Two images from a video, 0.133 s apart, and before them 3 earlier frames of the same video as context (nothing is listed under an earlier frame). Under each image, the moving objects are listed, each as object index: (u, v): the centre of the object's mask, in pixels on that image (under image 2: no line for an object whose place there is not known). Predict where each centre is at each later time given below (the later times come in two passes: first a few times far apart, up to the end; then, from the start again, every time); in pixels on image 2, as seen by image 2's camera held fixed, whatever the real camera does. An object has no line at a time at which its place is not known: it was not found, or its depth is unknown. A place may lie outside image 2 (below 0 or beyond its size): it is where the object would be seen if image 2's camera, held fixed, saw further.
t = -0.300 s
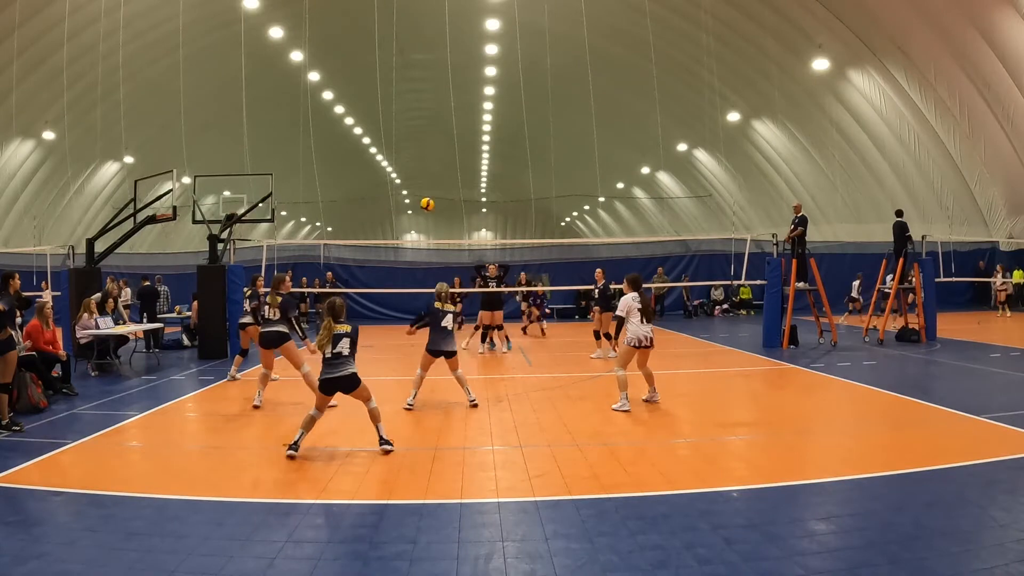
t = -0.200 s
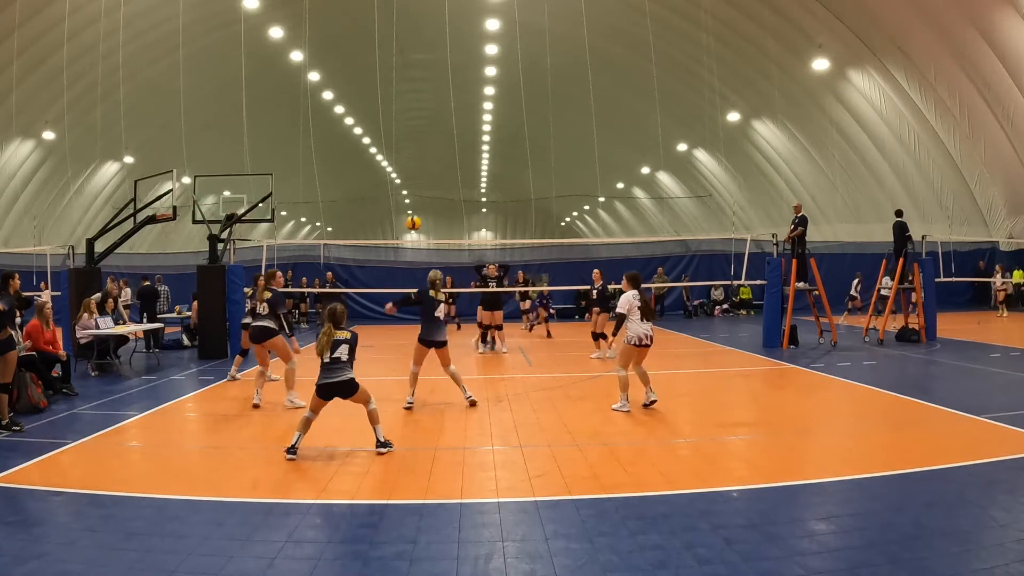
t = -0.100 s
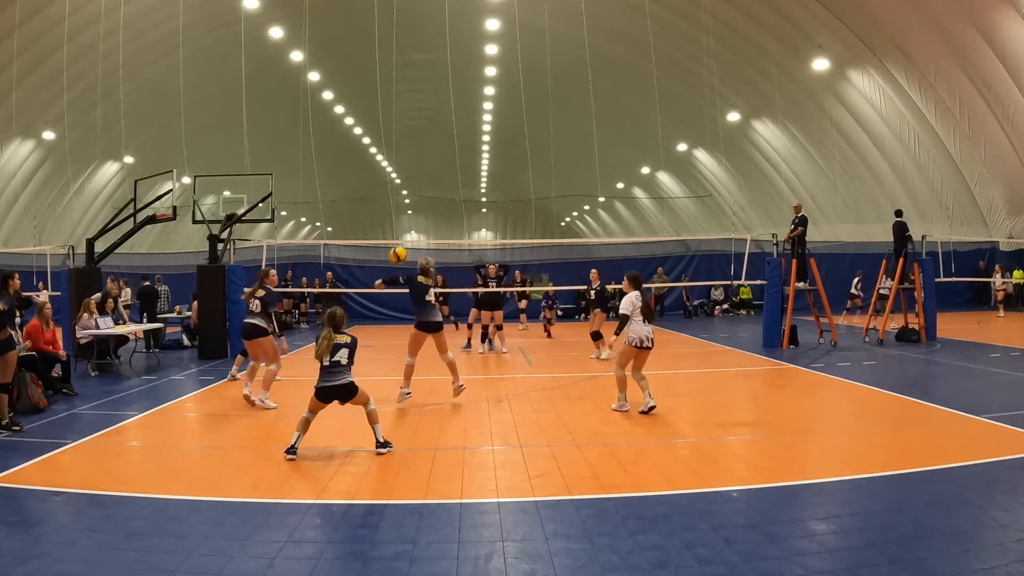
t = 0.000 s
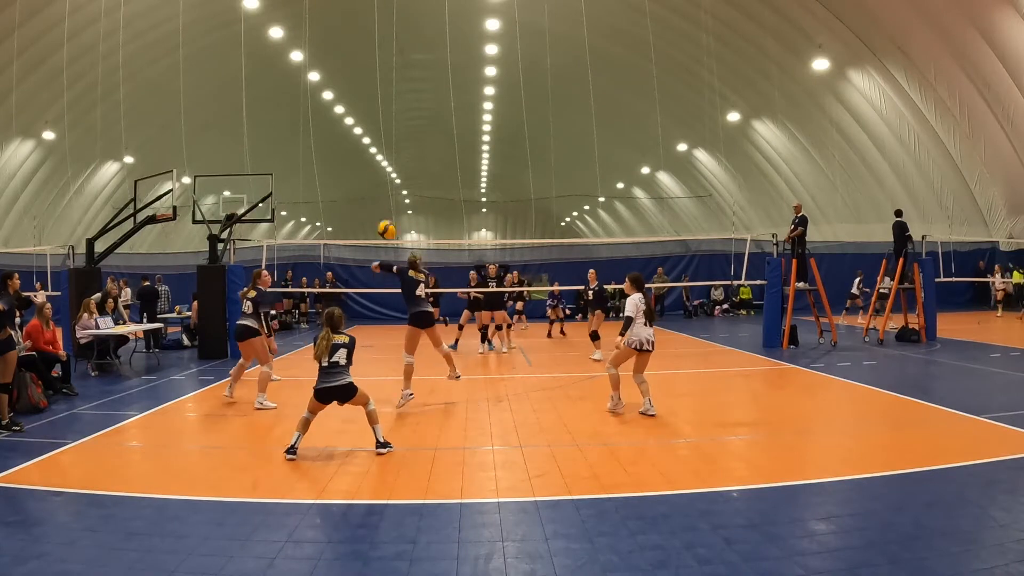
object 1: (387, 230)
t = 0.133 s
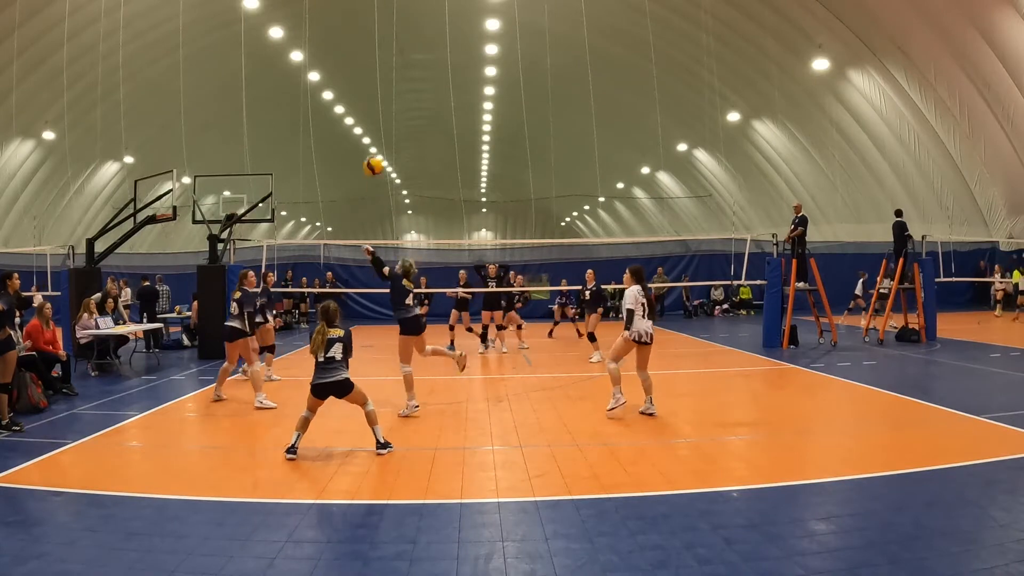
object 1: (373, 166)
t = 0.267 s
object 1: (358, 110)
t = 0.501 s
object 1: (324, 45)
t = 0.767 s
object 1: (265, 39)
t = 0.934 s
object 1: (208, 101)
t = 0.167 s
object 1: (369, 150)
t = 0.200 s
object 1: (367, 137)
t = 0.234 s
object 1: (362, 124)
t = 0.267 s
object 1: (358, 110)
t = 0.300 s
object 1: (354, 98)
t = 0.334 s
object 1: (349, 87)
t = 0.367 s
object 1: (345, 77)
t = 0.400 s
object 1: (340, 68)
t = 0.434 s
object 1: (335, 59)
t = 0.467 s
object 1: (329, 51)
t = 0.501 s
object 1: (324, 45)
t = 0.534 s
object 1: (318, 40)
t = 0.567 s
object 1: (312, 35)
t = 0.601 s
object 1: (305, 32)
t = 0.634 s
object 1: (298, 30)
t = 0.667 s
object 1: (291, 30)
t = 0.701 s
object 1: (283, 31)
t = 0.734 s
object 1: (274, 34)
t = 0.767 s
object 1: (265, 39)
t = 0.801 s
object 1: (255, 46)
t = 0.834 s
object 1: (244, 56)
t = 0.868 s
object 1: (233, 68)
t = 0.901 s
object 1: (221, 83)
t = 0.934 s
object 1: (208, 101)
